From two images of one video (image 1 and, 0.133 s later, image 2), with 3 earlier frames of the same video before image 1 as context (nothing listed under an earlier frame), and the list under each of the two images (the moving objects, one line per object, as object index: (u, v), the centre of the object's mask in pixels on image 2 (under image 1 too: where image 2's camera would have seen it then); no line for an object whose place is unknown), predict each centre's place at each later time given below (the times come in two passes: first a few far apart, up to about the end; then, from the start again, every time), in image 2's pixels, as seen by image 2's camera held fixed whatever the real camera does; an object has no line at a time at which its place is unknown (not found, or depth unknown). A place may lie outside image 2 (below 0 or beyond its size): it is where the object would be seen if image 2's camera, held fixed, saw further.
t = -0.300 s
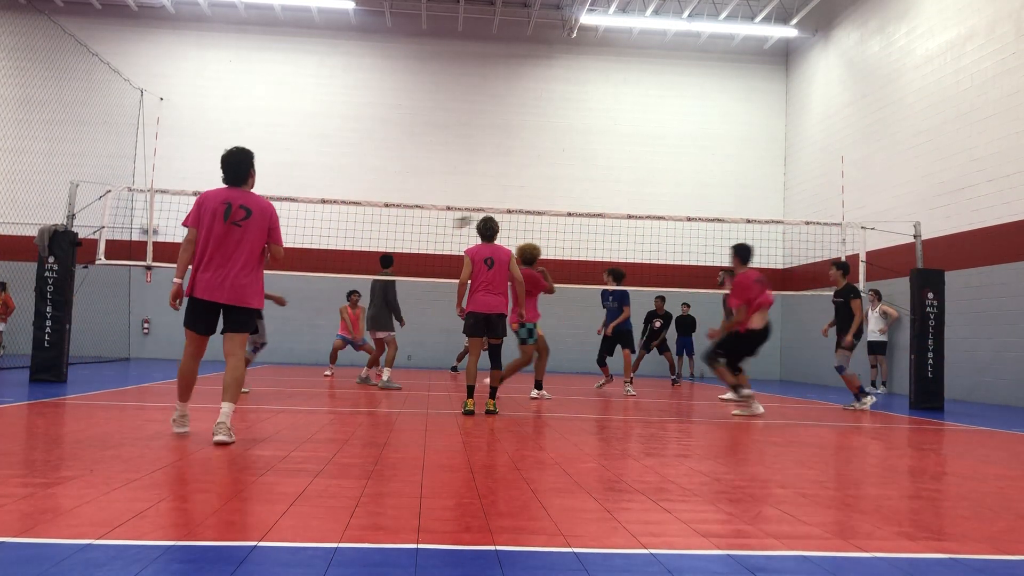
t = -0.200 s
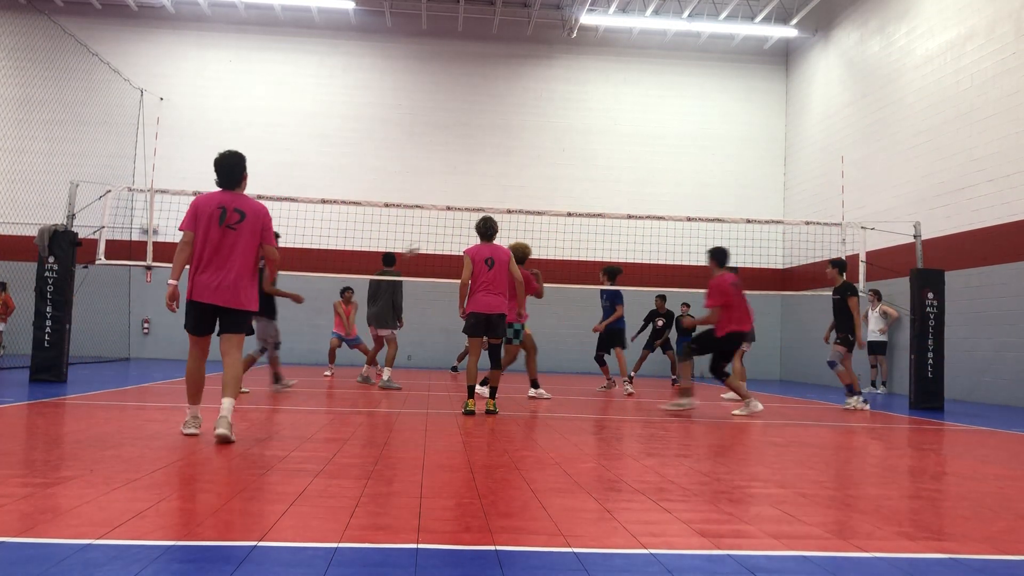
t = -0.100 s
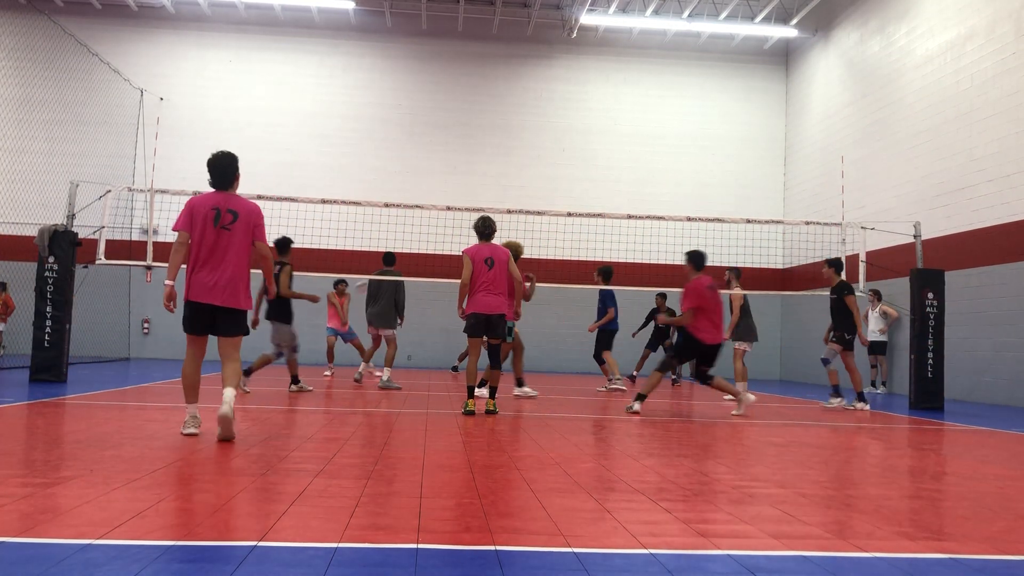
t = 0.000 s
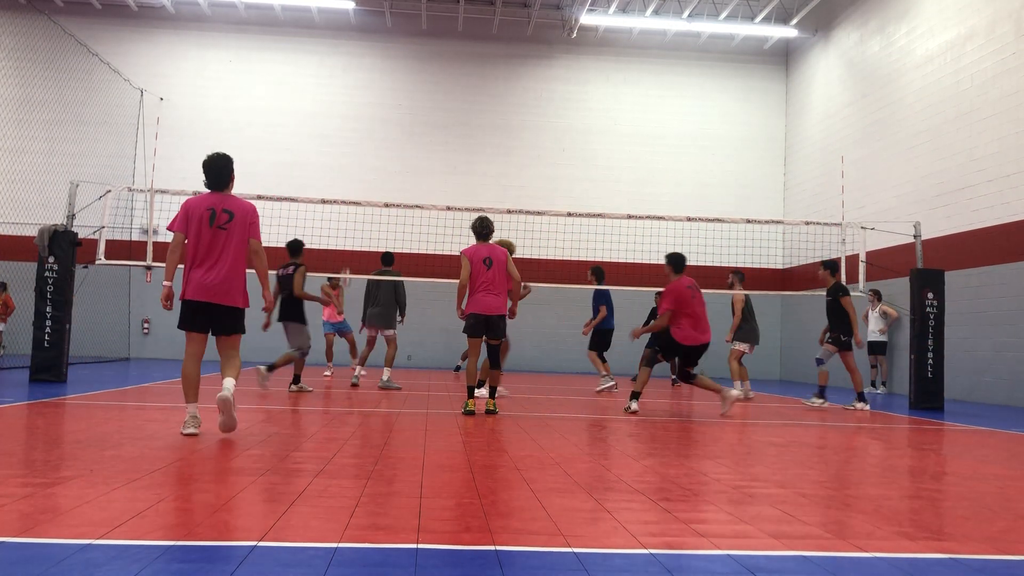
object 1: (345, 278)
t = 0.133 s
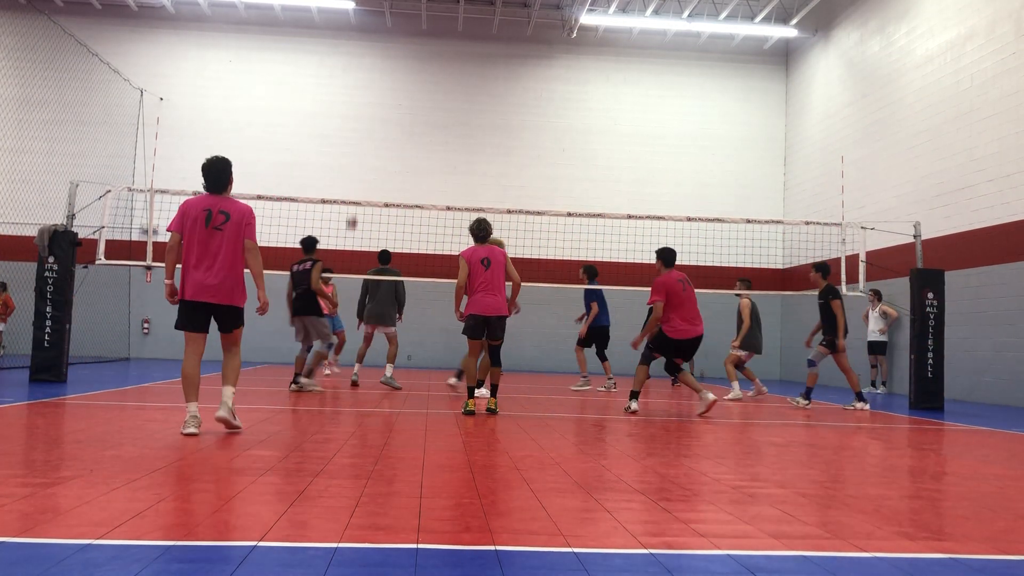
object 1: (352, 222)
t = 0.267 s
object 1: (358, 176)
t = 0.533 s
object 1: (367, 112)
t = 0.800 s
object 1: (376, 88)
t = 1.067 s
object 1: (383, 107)
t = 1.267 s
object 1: (387, 151)
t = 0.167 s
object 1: (353, 211)
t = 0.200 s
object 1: (355, 196)
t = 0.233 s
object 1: (356, 187)
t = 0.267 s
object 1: (358, 176)
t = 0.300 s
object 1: (359, 166)
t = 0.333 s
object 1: (360, 156)
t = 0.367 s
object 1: (361, 148)
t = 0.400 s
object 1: (363, 139)
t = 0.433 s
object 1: (364, 132)
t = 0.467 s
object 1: (365, 125)
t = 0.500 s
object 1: (366, 118)
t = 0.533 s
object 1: (367, 112)
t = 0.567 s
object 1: (369, 107)
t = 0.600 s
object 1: (370, 102)
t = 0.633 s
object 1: (371, 98)
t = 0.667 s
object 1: (372, 95)
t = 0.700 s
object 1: (373, 92)
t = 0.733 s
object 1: (374, 90)
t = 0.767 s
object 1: (375, 89)
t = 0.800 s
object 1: (376, 88)
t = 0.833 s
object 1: (377, 88)
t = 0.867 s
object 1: (378, 89)
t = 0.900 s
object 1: (379, 90)
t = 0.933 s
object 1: (379, 92)
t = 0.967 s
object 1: (380, 95)
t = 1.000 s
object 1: (381, 98)
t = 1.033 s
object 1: (382, 102)
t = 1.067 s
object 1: (383, 107)
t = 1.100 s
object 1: (383, 112)
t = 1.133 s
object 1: (384, 119)
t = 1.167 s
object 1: (385, 126)
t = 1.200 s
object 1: (385, 133)
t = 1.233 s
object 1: (386, 142)
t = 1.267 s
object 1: (387, 151)
